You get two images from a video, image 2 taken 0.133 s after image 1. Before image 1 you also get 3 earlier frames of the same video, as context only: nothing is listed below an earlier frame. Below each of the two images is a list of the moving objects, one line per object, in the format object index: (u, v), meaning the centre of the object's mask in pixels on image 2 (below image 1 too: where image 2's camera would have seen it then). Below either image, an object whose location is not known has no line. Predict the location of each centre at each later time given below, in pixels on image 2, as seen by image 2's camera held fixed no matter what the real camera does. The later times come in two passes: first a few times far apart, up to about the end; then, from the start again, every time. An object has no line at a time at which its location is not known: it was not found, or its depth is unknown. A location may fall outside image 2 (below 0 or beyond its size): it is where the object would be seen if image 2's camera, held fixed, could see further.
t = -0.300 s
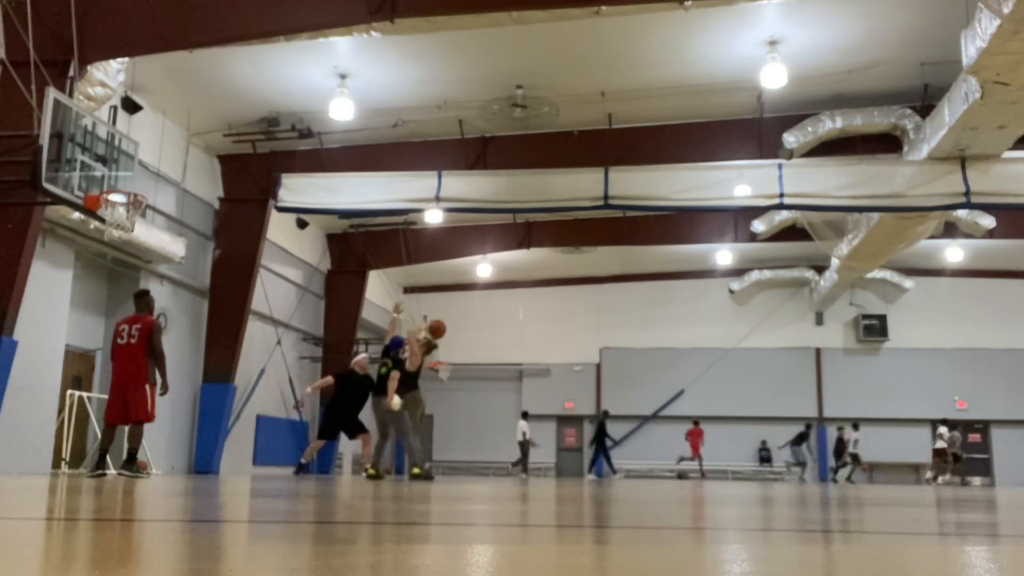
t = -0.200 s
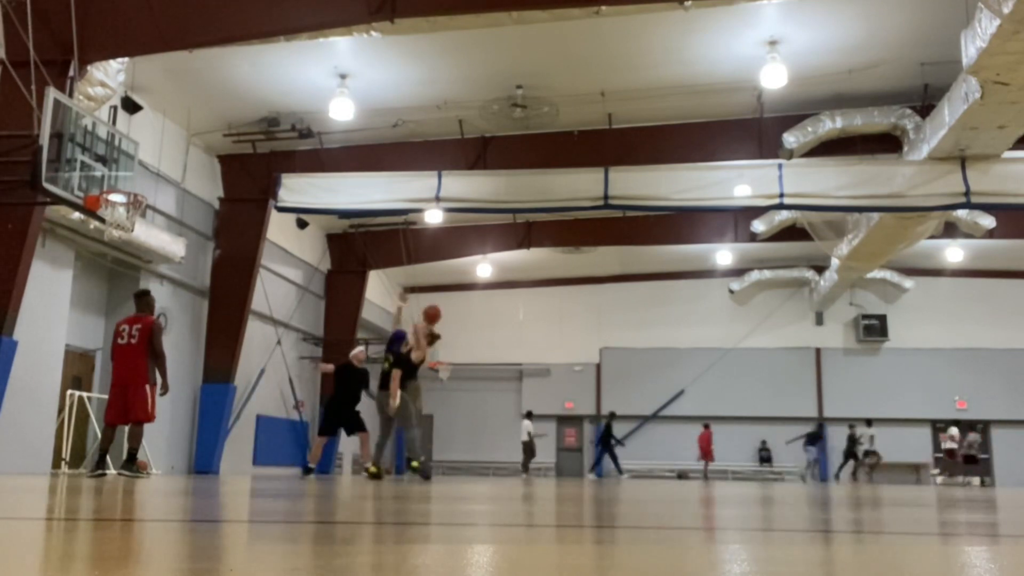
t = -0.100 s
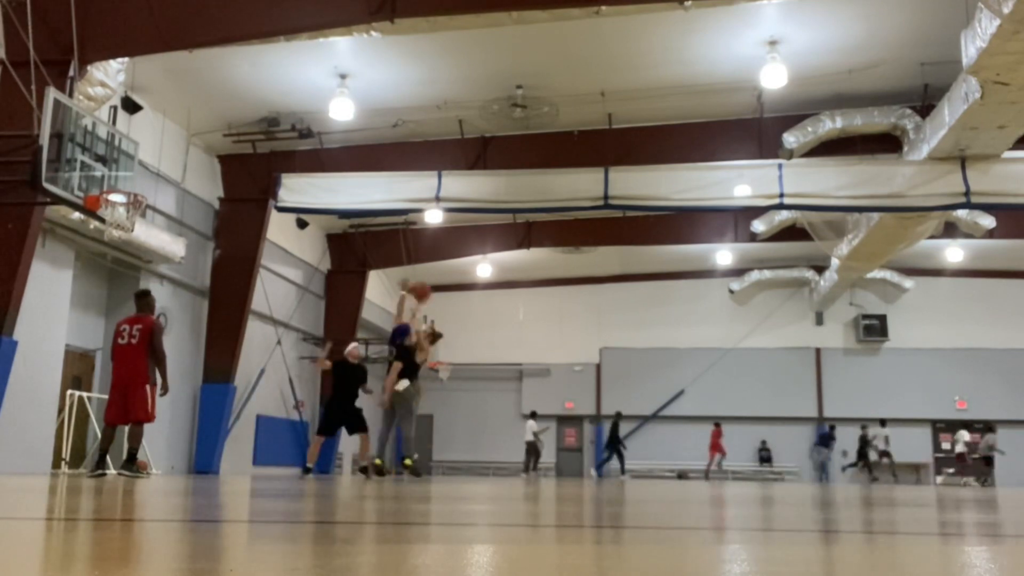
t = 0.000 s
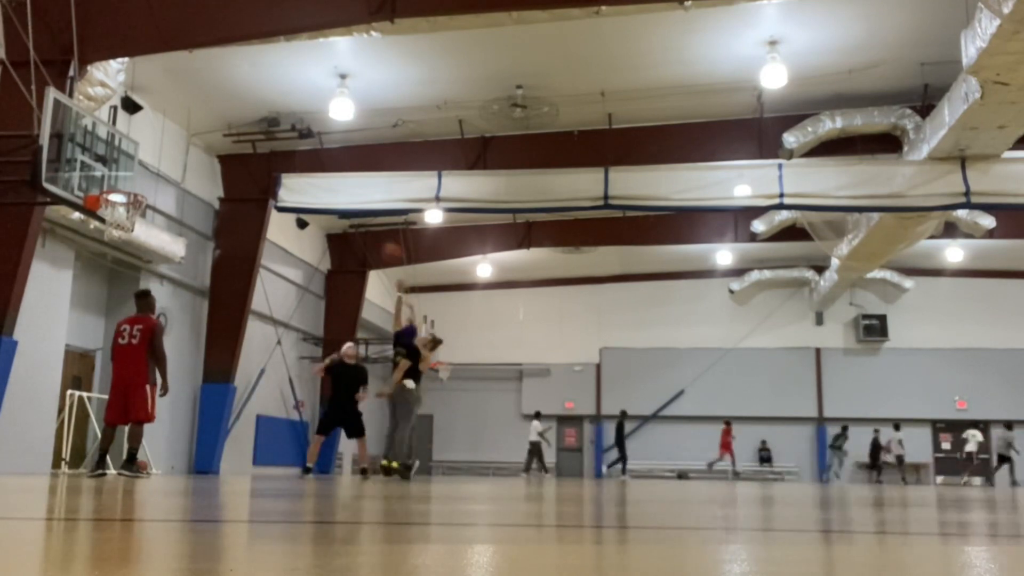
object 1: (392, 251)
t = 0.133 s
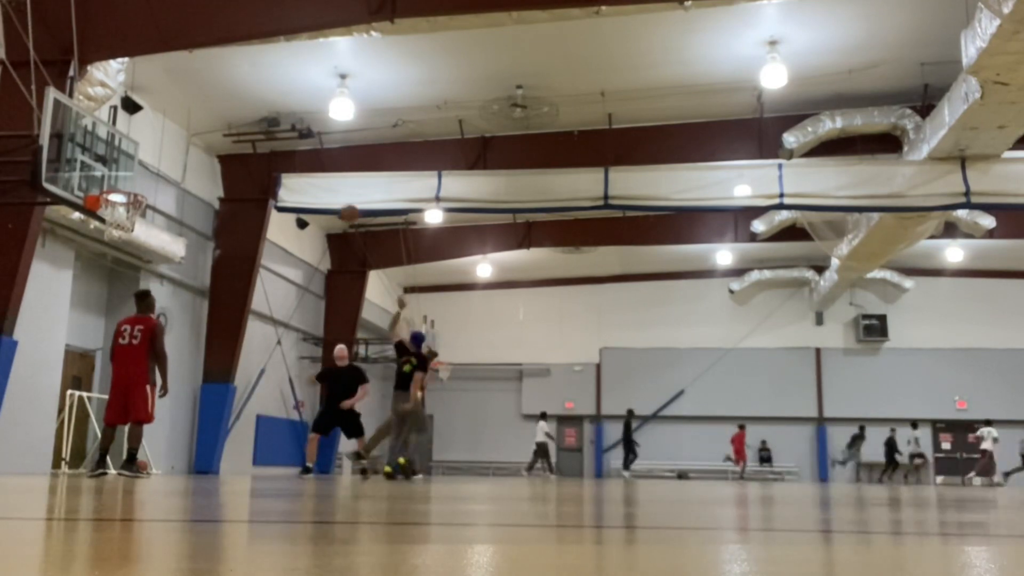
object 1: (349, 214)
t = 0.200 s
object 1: (327, 198)
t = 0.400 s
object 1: (257, 170)
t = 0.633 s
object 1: (167, 177)
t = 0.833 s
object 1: (110, 206)
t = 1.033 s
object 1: (131, 237)
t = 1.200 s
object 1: (146, 278)
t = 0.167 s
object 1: (338, 206)
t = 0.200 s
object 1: (327, 198)
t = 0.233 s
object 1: (315, 191)
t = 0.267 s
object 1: (304, 185)
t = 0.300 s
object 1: (292, 180)
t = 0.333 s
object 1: (280, 176)
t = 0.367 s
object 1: (269, 173)
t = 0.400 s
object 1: (257, 170)
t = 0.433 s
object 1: (245, 168)
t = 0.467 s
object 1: (233, 167)
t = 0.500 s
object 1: (221, 167)
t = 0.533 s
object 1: (207, 169)
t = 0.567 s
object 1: (194, 171)
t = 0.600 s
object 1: (181, 173)
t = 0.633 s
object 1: (167, 177)
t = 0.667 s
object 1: (152, 181)
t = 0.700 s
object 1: (139, 187)
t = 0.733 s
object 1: (127, 191)
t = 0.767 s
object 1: (116, 195)
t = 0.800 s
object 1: (110, 200)
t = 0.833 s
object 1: (110, 206)
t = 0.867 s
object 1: (113, 212)
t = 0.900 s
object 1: (115, 216)
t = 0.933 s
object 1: (121, 224)
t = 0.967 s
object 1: (125, 228)
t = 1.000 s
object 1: (129, 232)
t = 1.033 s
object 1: (131, 237)
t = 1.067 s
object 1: (134, 244)
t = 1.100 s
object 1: (138, 251)
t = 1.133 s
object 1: (140, 260)
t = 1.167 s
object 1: (143, 268)
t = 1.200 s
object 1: (146, 278)
